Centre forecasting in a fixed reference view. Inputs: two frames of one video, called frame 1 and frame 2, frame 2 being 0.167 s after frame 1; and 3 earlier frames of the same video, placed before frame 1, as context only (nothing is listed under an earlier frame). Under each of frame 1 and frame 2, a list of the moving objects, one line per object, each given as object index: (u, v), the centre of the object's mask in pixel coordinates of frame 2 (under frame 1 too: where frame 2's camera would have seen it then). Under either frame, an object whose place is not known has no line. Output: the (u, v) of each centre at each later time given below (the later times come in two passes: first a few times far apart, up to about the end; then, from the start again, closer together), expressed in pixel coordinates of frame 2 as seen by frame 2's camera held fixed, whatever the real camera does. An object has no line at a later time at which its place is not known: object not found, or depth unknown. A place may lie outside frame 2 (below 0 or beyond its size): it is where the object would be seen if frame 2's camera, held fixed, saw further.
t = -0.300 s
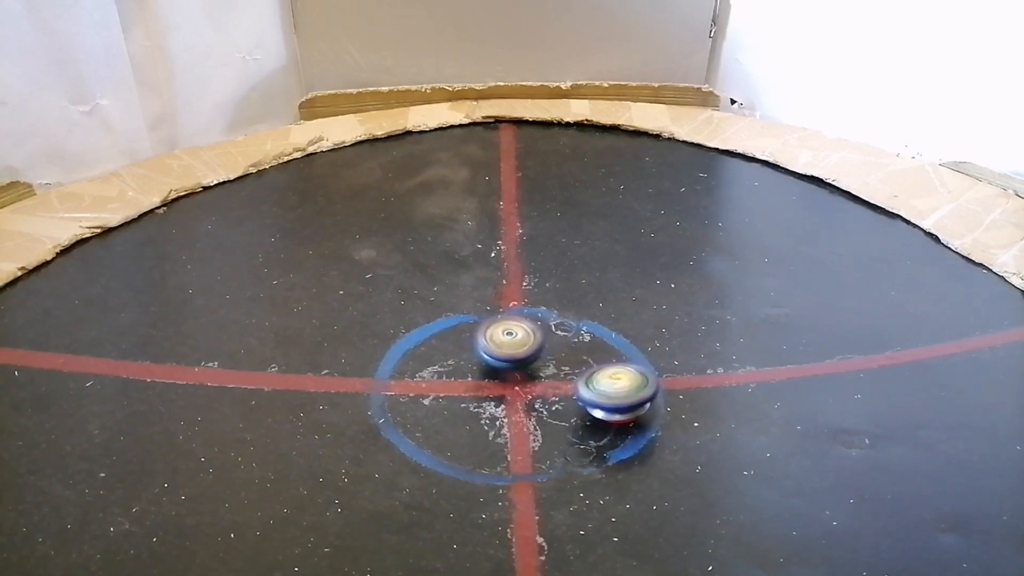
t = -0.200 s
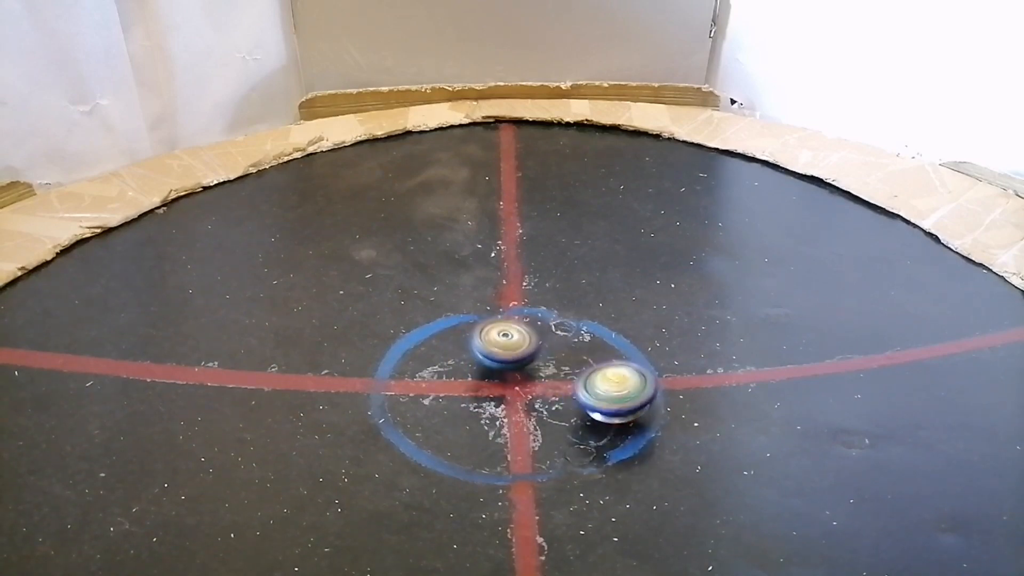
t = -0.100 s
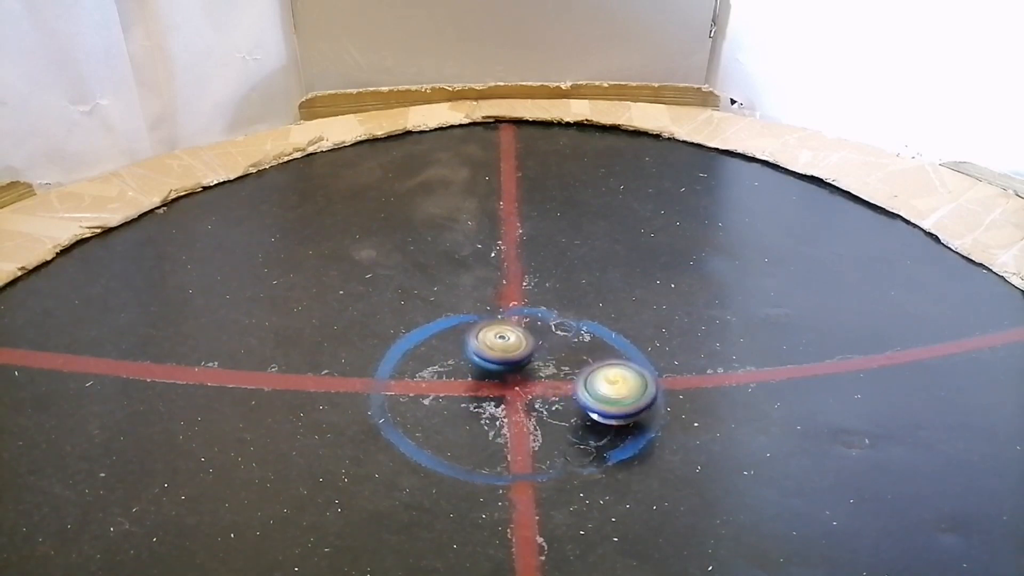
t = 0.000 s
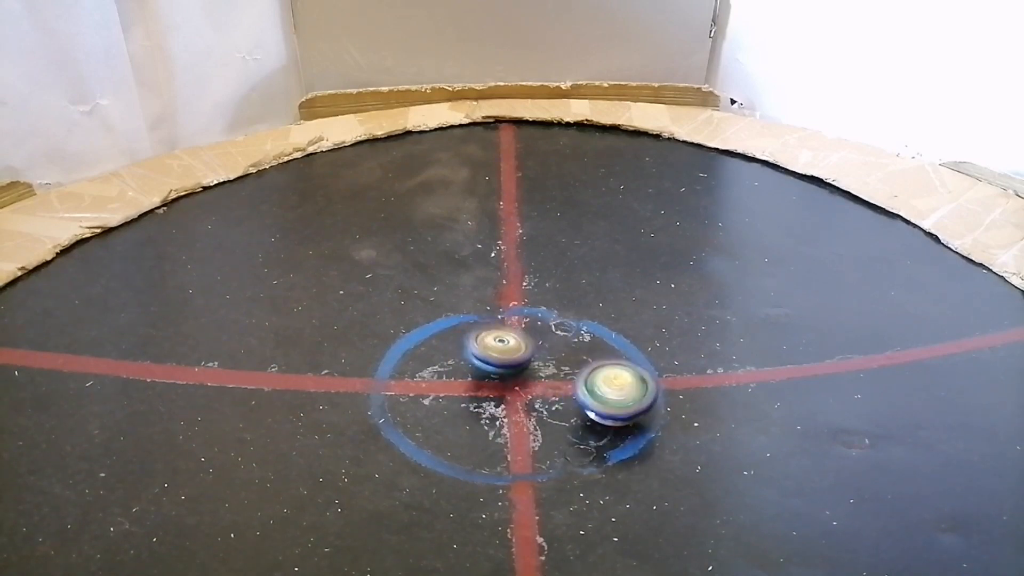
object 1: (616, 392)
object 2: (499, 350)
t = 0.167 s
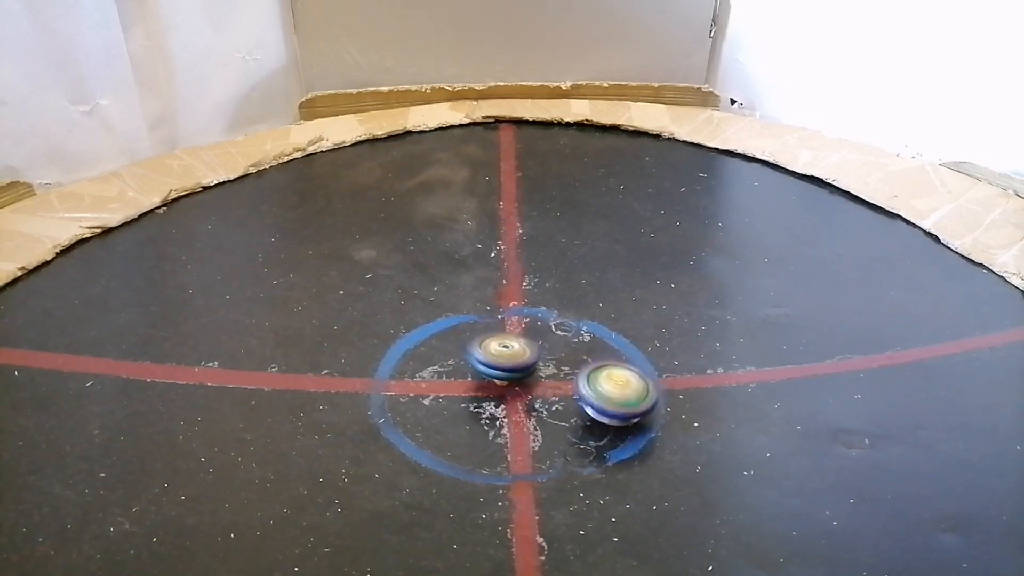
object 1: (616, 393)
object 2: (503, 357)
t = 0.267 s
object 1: (615, 393)
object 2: (511, 360)
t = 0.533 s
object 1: (611, 392)
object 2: (530, 359)
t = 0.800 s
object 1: (606, 392)
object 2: (538, 350)
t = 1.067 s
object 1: (607, 392)
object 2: (529, 345)
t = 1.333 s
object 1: (603, 392)
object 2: (522, 349)
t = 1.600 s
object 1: (599, 391)
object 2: (525, 358)
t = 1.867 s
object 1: (621, 394)
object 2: (505, 357)
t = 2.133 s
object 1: (614, 394)
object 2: (499, 358)
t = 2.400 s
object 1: (614, 394)
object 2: (509, 363)
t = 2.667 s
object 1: (609, 393)
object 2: (521, 359)
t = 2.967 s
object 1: (607, 394)
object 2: (520, 351)
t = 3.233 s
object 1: (605, 393)
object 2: (515, 352)
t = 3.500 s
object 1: (601, 393)
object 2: (516, 357)
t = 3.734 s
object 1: (600, 393)
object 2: (527, 359)
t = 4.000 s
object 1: (597, 392)
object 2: (536, 355)
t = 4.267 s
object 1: (594, 392)
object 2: (535, 352)
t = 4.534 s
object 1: (594, 392)
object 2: (531, 353)
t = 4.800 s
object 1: (599, 393)
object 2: (525, 356)
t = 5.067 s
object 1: (593, 388)
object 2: (524, 359)
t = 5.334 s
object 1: (603, 386)
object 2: (499, 361)
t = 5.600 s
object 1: (604, 384)
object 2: (505, 365)
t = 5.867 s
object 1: (602, 387)
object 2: (513, 362)
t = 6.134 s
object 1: (605, 385)
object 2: (510, 358)
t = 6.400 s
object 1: (598, 388)
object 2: (507, 360)
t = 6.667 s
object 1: (601, 387)
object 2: (516, 361)
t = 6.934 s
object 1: (598, 389)
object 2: (516, 358)
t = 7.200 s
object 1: (596, 386)
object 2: (511, 359)
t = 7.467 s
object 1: (590, 388)
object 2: (518, 361)
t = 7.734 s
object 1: (610, 391)
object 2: (506, 358)
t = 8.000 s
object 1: (658, 403)
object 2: (474, 364)
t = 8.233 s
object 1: (662, 391)
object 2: (478, 382)
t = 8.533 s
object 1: (613, 380)
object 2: (510, 374)
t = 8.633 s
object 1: (588, 379)
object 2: (509, 370)
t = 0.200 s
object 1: (616, 393)
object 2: (506, 358)
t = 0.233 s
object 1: (615, 393)
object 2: (508, 359)
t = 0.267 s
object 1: (615, 393)
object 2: (511, 360)
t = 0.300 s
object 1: (614, 393)
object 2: (514, 362)
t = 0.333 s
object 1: (614, 393)
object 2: (516, 362)
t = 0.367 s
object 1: (613, 392)
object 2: (519, 362)
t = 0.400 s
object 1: (613, 393)
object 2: (520, 361)
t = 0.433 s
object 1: (612, 392)
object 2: (523, 361)
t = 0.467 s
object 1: (612, 392)
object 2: (525, 361)
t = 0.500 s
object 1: (612, 392)
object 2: (527, 360)
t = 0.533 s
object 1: (611, 392)
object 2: (530, 359)
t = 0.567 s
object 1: (610, 392)
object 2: (532, 358)
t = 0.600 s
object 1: (609, 392)
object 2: (534, 357)
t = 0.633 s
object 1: (609, 392)
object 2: (536, 356)
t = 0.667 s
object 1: (608, 392)
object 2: (536, 355)
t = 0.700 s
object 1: (608, 392)
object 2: (537, 354)
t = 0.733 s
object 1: (607, 392)
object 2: (537, 353)
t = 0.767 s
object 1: (607, 392)
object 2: (538, 351)
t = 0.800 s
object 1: (606, 392)
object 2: (538, 350)
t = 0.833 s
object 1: (606, 392)
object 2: (538, 349)
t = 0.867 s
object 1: (606, 392)
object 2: (537, 348)
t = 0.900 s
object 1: (606, 392)
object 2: (536, 348)
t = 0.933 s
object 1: (607, 392)
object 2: (535, 347)
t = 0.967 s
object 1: (607, 392)
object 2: (533, 346)
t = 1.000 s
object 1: (607, 392)
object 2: (533, 346)
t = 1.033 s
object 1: (607, 392)
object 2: (530, 345)
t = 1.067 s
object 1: (607, 392)
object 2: (529, 345)
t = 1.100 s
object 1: (607, 392)
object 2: (526, 345)
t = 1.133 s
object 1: (607, 392)
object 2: (526, 345)
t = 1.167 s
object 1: (606, 392)
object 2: (525, 346)
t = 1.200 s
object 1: (606, 392)
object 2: (524, 346)
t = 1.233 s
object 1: (605, 392)
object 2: (523, 347)
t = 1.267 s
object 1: (604, 392)
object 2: (523, 347)
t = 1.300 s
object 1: (603, 392)
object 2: (522, 348)
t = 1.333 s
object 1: (603, 392)
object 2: (522, 349)
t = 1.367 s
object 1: (602, 392)
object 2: (521, 351)
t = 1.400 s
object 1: (601, 391)
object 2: (521, 352)
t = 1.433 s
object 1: (601, 392)
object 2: (521, 353)
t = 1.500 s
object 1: (600, 391)
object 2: (522, 355)
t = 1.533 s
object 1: (600, 391)
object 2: (523, 356)
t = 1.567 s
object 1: (599, 391)
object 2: (524, 357)
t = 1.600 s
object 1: (599, 391)
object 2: (525, 358)
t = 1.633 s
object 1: (598, 391)
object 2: (527, 360)
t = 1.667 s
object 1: (598, 391)
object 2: (528, 360)
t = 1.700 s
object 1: (602, 392)
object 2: (524, 359)
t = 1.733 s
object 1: (610, 394)
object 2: (517, 358)
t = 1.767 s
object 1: (618, 395)
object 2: (511, 357)
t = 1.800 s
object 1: (621, 395)
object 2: (508, 356)
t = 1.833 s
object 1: (622, 395)
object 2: (506, 357)
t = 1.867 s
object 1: (621, 394)
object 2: (505, 357)
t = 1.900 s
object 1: (619, 393)
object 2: (504, 356)
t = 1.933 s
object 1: (619, 393)
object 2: (502, 356)
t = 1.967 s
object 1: (617, 393)
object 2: (501, 356)
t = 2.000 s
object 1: (616, 393)
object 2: (500, 356)
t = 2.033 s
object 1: (615, 393)
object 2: (500, 357)
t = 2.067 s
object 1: (615, 394)
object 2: (499, 357)
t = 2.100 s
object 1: (615, 394)
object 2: (499, 358)
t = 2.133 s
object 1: (614, 394)
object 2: (499, 358)
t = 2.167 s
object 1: (615, 394)
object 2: (499, 359)
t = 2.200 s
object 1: (615, 394)
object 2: (500, 359)
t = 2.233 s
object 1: (615, 394)
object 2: (501, 360)
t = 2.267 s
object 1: (615, 394)
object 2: (502, 361)
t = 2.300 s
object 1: (614, 394)
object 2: (503, 361)
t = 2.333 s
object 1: (615, 394)
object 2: (506, 362)
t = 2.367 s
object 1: (614, 394)
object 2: (507, 362)
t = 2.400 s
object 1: (614, 394)
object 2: (509, 363)
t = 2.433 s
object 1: (613, 394)
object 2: (511, 363)
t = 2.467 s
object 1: (612, 394)
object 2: (513, 362)
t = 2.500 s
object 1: (612, 394)
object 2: (514, 362)
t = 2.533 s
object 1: (611, 393)
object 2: (516, 361)
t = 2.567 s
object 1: (611, 394)
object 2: (516, 360)
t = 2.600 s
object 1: (610, 393)
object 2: (518, 360)
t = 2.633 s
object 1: (609, 393)
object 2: (520, 359)
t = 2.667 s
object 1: (609, 393)
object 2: (521, 359)
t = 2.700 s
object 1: (608, 393)
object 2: (522, 358)
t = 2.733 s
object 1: (607, 393)
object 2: (522, 357)
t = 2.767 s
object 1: (607, 393)
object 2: (523, 356)
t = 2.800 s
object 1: (607, 393)
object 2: (522, 355)
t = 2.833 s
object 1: (607, 393)
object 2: (522, 354)
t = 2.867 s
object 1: (607, 394)
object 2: (522, 353)
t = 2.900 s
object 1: (607, 394)
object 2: (521, 353)
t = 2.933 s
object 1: (607, 394)
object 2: (521, 351)
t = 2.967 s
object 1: (607, 394)
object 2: (520, 351)
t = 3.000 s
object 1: (607, 394)
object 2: (519, 351)
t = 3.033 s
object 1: (607, 394)
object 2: (519, 351)
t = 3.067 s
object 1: (607, 394)
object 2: (518, 351)
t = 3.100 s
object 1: (607, 394)
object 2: (517, 351)
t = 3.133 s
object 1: (607, 393)
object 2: (516, 351)
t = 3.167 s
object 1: (607, 393)
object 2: (516, 351)
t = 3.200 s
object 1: (606, 393)
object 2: (515, 351)
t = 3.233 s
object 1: (605, 393)
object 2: (515, 352)
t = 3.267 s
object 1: (605, 393)
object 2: (515, 352)
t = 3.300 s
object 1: (604, 393)
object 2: (514, 353)
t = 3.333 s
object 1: (604, 393)
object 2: (514, 354)
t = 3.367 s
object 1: (603, 392)
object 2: (514, 354)
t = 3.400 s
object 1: (602, 393)
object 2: (515, 355)
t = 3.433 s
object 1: (601, 393)
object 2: (515, 356)
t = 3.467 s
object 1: (601, 393)
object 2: (515, 357)
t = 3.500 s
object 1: (601, 393)
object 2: (516, 357)
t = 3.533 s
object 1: (600, 393)
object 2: (518, 358)
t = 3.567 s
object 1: (601, 393)
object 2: (519, 358)
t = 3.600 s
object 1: (600, 393)
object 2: (520, 358)
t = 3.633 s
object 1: (600, 394)
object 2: (522, 359)
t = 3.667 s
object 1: (601, 393)
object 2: (523, 359)
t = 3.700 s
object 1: (600, 393)
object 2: (525, 360)
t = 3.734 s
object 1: (600, 393)
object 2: (527, 359)
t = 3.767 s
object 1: (600, 393)
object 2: (529, 359)
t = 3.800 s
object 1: (600, 393)
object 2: (531, 359)
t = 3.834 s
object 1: (600, 393)
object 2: (532, 358)
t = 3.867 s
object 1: (600, 393)
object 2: (533, 358)
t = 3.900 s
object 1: (599, 393)
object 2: (535, 358)
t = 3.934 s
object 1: (598, 392)
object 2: (536, 357)
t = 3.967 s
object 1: (598, 392)
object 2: (536, 356)
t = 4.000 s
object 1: (597, 392)
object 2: (536, 355)
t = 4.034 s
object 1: (596, 392)
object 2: (536, 355)
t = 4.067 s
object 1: (596, 392)
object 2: (537, 354)
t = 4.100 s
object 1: (595, 391)
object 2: (537, 354)
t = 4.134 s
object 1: (595, 392)
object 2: (537, 353)
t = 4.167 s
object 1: (594, 392)
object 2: (536, 353)
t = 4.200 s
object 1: (594, 392)
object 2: (536, 352)
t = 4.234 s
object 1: (594, 392)
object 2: (536, 352)
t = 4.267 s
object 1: (594, 392)
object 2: (535, 352)
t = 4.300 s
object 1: (594, 392)
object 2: (535, 351)
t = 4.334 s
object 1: (594, 392)
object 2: (534, 351)
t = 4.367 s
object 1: (594, 392)
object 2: (534, 352)
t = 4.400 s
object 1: (594, 392)
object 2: (533, 352)
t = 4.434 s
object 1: (594, 392)
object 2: (532, 352)
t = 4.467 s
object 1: (594, 392)
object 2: (532, 352)
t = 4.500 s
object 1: (594, 392)
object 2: (531, 353)
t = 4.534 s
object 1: (594, 392)
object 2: (531, 353)
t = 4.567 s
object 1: (594, 392)
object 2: (531, 353)
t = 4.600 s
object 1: (593, 391)
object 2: (531, 353)
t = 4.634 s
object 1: (593, 392)
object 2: (531, 354)
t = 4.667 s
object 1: (593, 392)
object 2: (531, 354)
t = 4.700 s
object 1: (596, 393)
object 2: (527, 356)
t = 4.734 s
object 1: (598, 394)
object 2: (526, 357)
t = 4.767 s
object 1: (599, 393)
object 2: (526, 357)
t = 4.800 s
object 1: (599, 393)
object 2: (525, 356)
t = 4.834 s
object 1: (598, 392)
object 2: (524, 356)
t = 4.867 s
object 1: (597, 391)
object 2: (525, 357)
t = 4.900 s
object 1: (596, 391)
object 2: (524, 356)
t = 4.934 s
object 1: (596, 391)
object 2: (524, 357)
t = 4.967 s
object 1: (595, 390)
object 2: (524, 358)
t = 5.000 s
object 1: (595, 390)
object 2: (524, 359)
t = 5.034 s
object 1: (594, 389)
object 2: (525, 359)
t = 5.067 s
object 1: (593, 388)
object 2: (524, 359)
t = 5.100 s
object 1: (597, 388)
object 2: (518, 360)
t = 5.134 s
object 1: (603, 387)
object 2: (509, 360)
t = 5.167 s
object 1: (606, 386)
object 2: (504, 359)
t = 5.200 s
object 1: (606, 385)
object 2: (500, 360)
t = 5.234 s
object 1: (605, 384)
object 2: (500, 360)
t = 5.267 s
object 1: (604, 384)
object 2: (500, 362)
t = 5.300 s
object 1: (603, 385)
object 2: (500, 361)
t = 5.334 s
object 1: (603, 386)
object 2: (499, 361)
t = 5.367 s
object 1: (605, 387)
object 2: (499, 361)
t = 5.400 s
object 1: (607, 387)
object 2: (499, 362)
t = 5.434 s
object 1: (609, 386)
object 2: (500, 363)
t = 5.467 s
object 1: (609, 386)
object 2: (501, 364)
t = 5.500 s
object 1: (608, 385)
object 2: (501, 364)
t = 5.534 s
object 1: (606, 384)
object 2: (502, 365)
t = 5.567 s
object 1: (605, 384)
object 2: (504, 365)
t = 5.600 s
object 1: (604, 384)
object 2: (505, 365)
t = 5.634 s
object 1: (603, 384)
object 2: (508, 365)
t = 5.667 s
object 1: (602, 384)
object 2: (509, 365)
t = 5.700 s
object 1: (601, 384)
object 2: (510, 364)
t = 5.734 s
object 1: (600, 384)
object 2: (512, 364)
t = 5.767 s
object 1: (599, 385)
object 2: (513, 363)
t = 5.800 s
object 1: (599, 386)
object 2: (513, 362)
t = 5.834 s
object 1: (600, 387)
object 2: (513, 362)
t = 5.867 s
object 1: (602, 387)
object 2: (513, 362)
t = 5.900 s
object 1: (603, 386)
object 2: (514, 360)
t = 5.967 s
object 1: (603, 386)
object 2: (514, 359)
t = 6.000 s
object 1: (603, 386)
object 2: (513, 359)
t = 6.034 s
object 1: (603, 386)
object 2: (512, 358)
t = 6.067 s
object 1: (604, 386)
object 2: (511, 358)
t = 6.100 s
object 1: (605, 386)
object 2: (510, 358)
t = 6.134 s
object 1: (605, 385)
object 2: (510, 358)
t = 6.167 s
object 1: (603, 385)
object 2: (508, 358)
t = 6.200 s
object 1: (601, 385)
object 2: (508, 358)
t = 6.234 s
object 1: (598, 385)
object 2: (507, 358)
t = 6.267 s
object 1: (596, 385)
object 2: (506, 358)
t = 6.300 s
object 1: (594, 386)
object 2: (506, 359)
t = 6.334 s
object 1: (594, 387)
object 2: (506, 359)
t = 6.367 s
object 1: (595, 388)
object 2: (505, 359)
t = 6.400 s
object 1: (598, 388)
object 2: (507, 360)
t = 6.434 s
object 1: (600, 388)
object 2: (508, 361)
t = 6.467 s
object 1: (601, 388)
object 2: (509, 361)
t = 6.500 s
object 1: (601, 387)
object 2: (509, 361)
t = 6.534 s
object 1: (601, 387)
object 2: (510, 362)
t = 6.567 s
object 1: (601, 387)
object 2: (512, 362)
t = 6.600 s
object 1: (602, 388)
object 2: (514, 362)
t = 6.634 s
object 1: (603, 387)
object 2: (514, 362)
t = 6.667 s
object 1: (601, 387)
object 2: (516, 361)
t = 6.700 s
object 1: (599, 386)
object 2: (515, 360)
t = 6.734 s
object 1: (597, 386)
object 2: (516, 360)
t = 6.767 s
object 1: (594, 386)
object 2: (517, 360)
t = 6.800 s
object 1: (593, 387)
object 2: (517, 360)
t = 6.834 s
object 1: (593, 388)
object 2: (517, 359)
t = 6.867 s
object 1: (593, 388)
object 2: (517, 358)
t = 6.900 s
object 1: (595, 389)
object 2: (516, 358)
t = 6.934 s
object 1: (598, 389)
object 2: (516, 358)
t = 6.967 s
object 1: (600, 389)
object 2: (516, 358)
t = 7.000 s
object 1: (600, 389)
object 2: (515, 358)
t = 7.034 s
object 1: (600, 388)
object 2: (515, 358)
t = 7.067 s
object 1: (600, 388)
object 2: (515, 358)
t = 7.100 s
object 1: (600, 387)
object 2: (513, 358)
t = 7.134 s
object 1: (600, 388)
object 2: (513, 358)
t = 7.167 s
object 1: (599, 387)
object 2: (512, 358)
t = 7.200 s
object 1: (596, 386)
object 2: (511, 359)
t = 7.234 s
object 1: (593, 386)
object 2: (512, 359)
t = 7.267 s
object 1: (590, 387)
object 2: (512, 359)
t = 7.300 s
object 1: (587, 387)
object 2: (512, 360)
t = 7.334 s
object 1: (587, 388)
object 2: (514, 360)
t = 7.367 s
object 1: (587, 388)
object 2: (515, 361)
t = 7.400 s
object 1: (588, 388)
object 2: (516, 361)
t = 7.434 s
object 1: (589, 388)
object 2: (517, 361)
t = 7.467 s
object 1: (590, 388)
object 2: (518, 361)
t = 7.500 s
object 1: (590, 388)
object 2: (520, 362)
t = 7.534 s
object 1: (590, 389)
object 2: (521, 362)
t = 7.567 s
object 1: (590, 389)
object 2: (521, 361)
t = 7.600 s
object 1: (590, 388)
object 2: (521, 361)
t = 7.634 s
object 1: (591, 389)
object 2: (521, 360)
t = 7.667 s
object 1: (591, 389)
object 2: (521, 360)
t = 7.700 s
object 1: (601, 390)
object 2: (512, 360)
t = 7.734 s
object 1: (610, 391)
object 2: (506, 358)
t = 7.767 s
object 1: (619, 394)
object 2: (502, 357)
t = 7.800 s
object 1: (626, 395)
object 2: (496, 356)
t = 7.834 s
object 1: (632, 397)
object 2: (491, 357)
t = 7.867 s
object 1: (640, 400)
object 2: (486, 358)
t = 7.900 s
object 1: (646, 402)
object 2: (483, 359)
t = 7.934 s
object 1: (652, 403)
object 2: (479, 359)
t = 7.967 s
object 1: (655, 403)
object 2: (475, 362)
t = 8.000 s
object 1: (658, 403)
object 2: (474, 364)
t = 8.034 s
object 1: (663, 401)
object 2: (472, 365)
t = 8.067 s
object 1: (665, 400)
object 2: (471, 368)
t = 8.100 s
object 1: (665, 399)
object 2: (471, 371)
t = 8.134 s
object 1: (664, 398)
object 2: (471, 374)
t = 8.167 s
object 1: (663, 395)
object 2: (472, 376)
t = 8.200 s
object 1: (663, 393)
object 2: (474, 379)
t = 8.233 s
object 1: (662, 391)
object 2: (478, 382)
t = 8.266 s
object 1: (659, 390)
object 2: (481, 382)
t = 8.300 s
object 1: (656, 388)
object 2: (486, 383)
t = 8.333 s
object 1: (652, 386)
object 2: (490, 384)
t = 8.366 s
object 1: (647, 384)
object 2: (493, 383)
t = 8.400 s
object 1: (641, 383)
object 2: (497, 382)
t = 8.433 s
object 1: (635, 382)
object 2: (501, 381)
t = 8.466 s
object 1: (628, 381)
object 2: (505, 379)
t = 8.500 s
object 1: (621, 381)
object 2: (507, 377)
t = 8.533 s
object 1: (613, 380)
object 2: (510, 374)
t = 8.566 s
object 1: (603, 380)
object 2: (511, 373)
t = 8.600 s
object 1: (595, 380)
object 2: (510, 371)
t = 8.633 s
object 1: (588, 379)
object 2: (509, 370)
